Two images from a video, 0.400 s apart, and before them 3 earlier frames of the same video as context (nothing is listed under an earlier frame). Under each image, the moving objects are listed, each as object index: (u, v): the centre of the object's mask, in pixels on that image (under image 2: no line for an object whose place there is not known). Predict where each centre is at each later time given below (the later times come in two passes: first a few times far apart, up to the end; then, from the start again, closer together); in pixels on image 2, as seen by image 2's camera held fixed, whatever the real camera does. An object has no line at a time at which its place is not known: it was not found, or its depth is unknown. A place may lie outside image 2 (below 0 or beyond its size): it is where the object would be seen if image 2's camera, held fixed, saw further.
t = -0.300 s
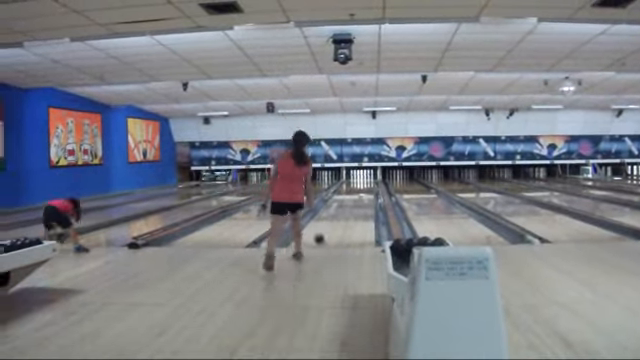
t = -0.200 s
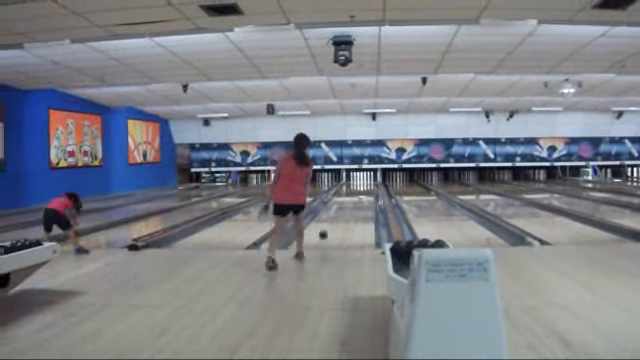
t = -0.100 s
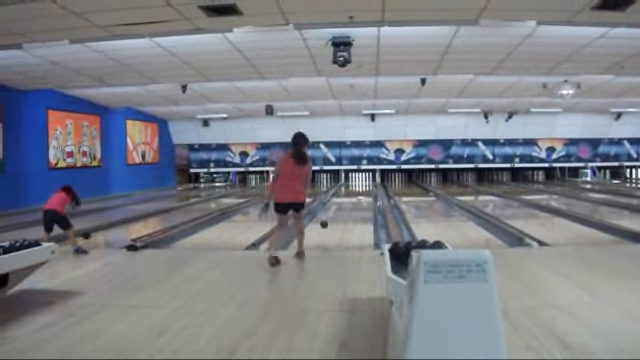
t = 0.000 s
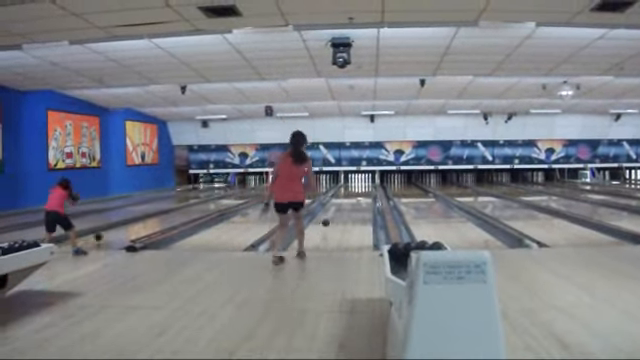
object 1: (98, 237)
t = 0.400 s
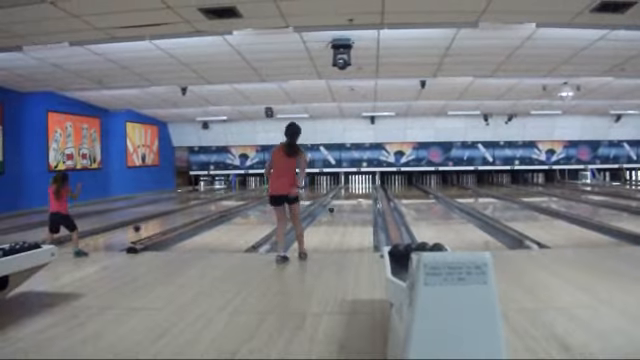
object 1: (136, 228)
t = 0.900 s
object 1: (168, 218)
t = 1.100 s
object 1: (178, 215)
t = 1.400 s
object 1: (192, 212)
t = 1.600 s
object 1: (201, 209)
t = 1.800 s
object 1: (207, 207)
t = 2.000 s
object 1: (215, 206)
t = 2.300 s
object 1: (224, 202)
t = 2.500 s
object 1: (230, 201)
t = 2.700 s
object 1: (235, 200)
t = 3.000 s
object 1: (240, 198)
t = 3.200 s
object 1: (244, 195)
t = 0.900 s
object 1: (168, 218)
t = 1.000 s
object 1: (173, 216)
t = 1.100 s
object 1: (178, 215)
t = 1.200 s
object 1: (183, 214)
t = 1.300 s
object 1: (188, 213)
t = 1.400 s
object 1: (192, 212)
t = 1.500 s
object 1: (197, 211)
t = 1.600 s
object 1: (201, 209)
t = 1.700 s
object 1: (204, 209)
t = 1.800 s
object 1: (207, 207)
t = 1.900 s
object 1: (211, 206)
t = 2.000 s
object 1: (215, 206)
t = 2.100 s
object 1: (217, 205)
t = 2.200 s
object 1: (220, 204)
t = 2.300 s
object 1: (224, 202)
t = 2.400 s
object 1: (227, 202)
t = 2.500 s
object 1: (230, 201)
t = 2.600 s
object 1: (233, 200)
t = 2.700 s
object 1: (235, 200)
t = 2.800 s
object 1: (237, 200)
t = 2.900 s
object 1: (239, 198)
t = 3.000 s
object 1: (240, 198)
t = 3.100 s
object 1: (242, 197)
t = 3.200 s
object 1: (244, 195)
